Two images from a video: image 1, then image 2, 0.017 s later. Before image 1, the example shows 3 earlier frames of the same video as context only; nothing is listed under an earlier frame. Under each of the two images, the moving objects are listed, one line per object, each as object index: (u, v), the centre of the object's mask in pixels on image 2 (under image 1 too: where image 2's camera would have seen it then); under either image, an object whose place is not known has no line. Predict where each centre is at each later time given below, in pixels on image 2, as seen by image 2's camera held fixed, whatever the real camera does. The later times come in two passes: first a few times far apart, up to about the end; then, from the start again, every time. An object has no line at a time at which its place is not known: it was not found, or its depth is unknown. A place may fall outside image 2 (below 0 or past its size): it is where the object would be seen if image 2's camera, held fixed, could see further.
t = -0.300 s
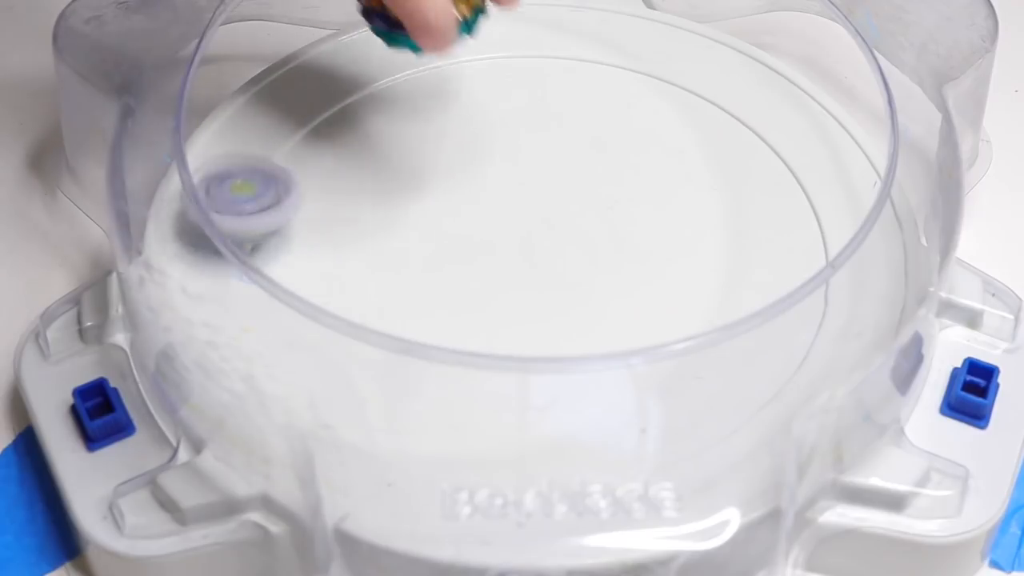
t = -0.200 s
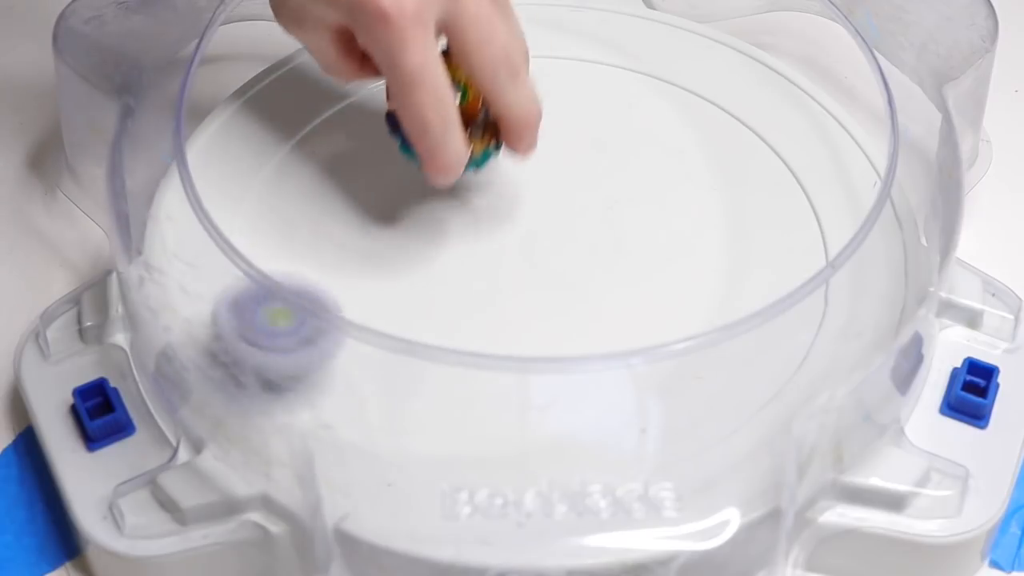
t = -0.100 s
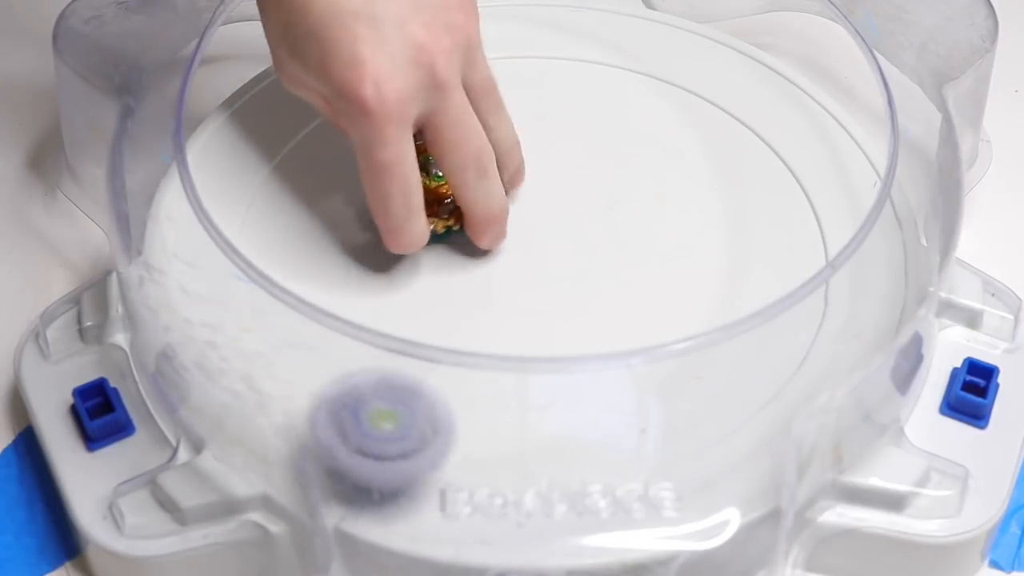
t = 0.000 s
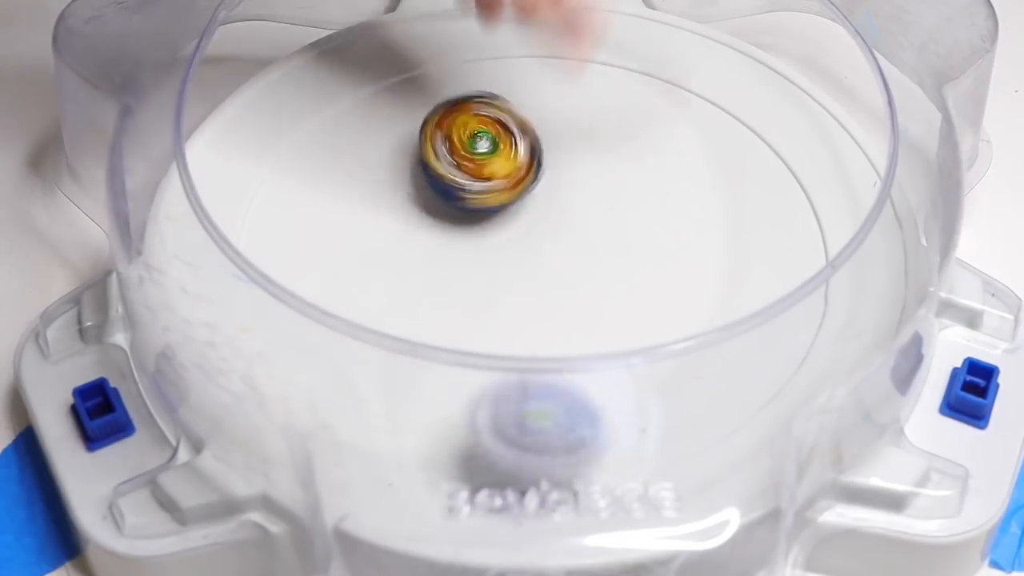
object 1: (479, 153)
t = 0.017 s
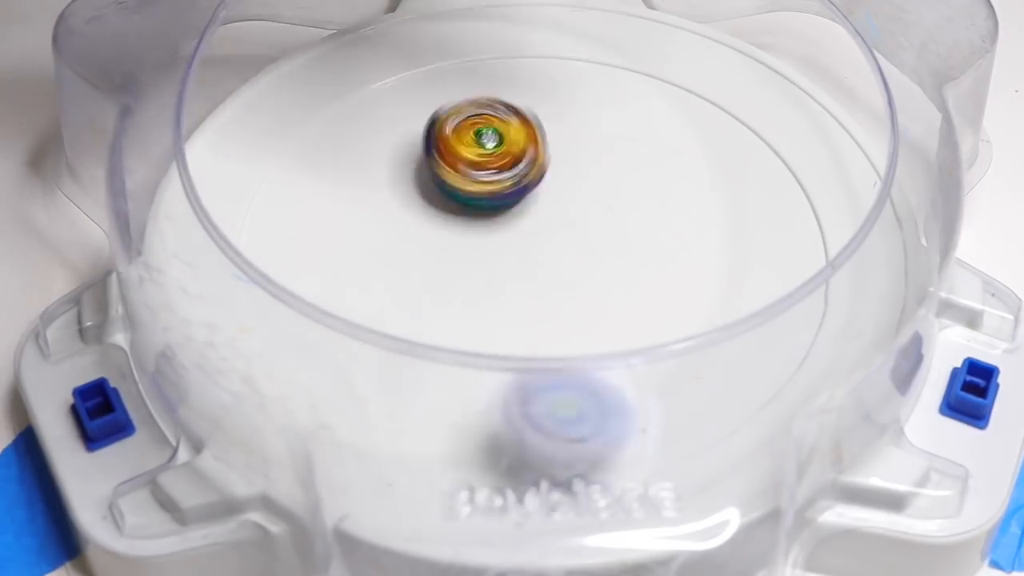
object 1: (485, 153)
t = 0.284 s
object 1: (501, 112)
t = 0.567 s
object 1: (457, 122)
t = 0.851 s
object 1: (446, 269)
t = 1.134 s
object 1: (472, 348)
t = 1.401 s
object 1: (500, 311)
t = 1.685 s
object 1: (578, 206)
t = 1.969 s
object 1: (591, 143)
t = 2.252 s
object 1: (542, 196)
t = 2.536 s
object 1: (540, 226)
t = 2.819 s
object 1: (588, 206)
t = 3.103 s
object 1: (573, 200)
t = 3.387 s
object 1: (538, 221)
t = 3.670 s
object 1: (541, 224)
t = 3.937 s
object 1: (580, 237)
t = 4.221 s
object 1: (573, 259)
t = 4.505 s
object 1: (546, 274)
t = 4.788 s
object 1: (530, 260)
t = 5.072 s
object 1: (535, 263)
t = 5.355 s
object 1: (551, 255)
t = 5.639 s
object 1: (561, 225)
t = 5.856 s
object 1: (566, 215)
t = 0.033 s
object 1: (493, 147)
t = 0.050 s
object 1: (501, 145)
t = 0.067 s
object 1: (509, 143)
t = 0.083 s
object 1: (516, 143)
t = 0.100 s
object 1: (521, 143)
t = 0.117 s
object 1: (528, 143)
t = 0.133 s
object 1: (532, 144)
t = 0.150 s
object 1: (538, 145)
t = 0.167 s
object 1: (542, 147)
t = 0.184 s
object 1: (547, 149)
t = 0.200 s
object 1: (550, 152)
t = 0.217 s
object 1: (548, 151)
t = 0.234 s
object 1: (535, 140)
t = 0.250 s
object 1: (523, 127)
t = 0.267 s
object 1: (511, 118)
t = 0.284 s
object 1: (501, 112)
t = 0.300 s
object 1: (490, 103)
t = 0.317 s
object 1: (481, 95)
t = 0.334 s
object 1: (473, 93)
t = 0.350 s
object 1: (466, 87)
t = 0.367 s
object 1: (460, 83)
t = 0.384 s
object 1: (454, 83)
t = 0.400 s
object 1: (449, 82)
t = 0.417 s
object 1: (446, 82)
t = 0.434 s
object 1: (444, 83)
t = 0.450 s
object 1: (442, 86)
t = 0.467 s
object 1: (442, 89)
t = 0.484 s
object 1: (444, 93)
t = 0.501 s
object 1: (446, 98)
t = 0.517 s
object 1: (448, 103)
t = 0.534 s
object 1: (450, 109)
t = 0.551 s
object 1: (453, 115)
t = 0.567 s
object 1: (457, 122)
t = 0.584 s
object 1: (460, 130)
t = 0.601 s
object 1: (461, 139)
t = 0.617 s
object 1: (463, 148)
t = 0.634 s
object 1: (462, 155)
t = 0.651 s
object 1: (458, 162)
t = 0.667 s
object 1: (456, 169)
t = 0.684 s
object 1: (453, 177)
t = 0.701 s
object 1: (451, 185)
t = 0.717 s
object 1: (449, 194)
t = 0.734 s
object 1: (448, 203)
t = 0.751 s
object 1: (447, 213)
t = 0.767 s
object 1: (446, 222)
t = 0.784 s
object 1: (446, 231)
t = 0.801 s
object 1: (445, 242)
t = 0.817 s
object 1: (446, 251)
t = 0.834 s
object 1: (447, 260)
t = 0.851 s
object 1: (446, 269)
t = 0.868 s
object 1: (446, 279)
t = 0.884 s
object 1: (447, 286)
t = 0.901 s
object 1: (448, 292)
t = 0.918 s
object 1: (449, 297)
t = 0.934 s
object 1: (450, 301)
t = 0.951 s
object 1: (451, 305)
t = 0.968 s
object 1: (451, 320)
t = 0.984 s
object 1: (452, 327)
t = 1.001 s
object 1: (455, 328)
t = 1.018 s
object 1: (457, 334)
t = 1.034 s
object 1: (458, 339)
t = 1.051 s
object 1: (462, 341)
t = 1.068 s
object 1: (463, 345)
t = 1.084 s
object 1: (466, 344)
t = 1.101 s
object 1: (468, 347)
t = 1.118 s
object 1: (471, 344)
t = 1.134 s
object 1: (472, 348)
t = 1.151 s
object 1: (474, 347)
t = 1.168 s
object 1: (477, 344)
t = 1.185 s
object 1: (482, 342)
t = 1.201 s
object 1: (485, 339)
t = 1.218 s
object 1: (487, 336)
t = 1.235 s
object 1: (495, 318)
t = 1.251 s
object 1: (498, 317)
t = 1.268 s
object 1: (494, 318)
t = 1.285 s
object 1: (494, 320)
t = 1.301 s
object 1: (491, 319)
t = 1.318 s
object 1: (491, 318)
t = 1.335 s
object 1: (490, 317)
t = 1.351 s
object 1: (493, 316)
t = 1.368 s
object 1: (495, 314)
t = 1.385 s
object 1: (497, 312)
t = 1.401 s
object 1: (500, 311)
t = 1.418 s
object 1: (502, 308)
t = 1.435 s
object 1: (506, 306)
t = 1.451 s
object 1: (509, 302)
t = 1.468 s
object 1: (515, 297)
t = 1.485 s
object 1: (520, 290)
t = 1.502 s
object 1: (525, 284)
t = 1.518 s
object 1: (530, 278)
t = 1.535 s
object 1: (536, 271)
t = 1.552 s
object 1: (542, 263)
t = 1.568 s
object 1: (546, 257)
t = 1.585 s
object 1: (552, 249)
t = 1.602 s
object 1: (557, 242)
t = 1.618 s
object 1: (562, 234)
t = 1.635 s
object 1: (566, 227)
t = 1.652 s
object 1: (570, 220)
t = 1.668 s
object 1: (575, 212)
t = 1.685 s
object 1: (578, 206)
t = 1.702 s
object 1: (581, 200)
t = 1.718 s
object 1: (585, 193)
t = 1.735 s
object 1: (587, 187)
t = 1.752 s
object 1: (588, 182)
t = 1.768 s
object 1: (590, 178)
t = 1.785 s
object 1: (591, 173)
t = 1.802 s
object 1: (591, 169)
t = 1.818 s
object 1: (591, 165)
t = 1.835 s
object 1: (590, 163)
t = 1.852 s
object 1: (590, 161)
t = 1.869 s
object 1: (588, 159)
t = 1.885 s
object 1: (588, 156)
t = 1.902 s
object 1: (587, 152)
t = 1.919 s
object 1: (586, 150)
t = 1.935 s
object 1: (589, 147)
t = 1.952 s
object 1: (589, 145)
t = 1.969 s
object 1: (591, 143)
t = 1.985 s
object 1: (590, 140)
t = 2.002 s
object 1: (589, 139)
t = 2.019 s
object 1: (588, 139)
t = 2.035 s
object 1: (586, 141)
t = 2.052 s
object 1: (584, 143)
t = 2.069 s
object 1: (581, 146)
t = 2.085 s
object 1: (578, 150)
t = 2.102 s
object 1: (577, 153)
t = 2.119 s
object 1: (575, 158)
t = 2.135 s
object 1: (573, 162)
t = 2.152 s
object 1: (568, 167)
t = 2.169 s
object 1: (564, 173)
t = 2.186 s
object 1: (560, 177)
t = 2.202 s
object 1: (556, 182)
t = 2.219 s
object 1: (551, 187)
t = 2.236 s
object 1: (544, 191)
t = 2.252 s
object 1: (542, 196)
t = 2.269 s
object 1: (538, 199)
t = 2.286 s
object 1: (536, 199)
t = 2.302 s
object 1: (534, 200)
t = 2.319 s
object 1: (533, 201)
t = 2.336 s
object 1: (534, 203)
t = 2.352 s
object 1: (534, 205)
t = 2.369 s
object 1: (534, 208)
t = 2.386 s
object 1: (533, 209)
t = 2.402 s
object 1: (534, 211)
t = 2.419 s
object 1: (533, 212)
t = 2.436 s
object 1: (534, 214)
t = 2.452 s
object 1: (535, 216)
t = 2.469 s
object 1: (536, 218)
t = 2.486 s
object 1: (537, 221)
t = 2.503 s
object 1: (538, 222)
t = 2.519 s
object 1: (539, 224)
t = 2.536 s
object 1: (540, 226)
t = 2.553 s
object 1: (542, 228)
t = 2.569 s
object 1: (543, 230)
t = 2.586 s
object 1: (545, 231)
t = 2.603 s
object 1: (547, 234)
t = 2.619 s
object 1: (548, 235)
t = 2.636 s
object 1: (549, 237)
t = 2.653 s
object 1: (549, 238)
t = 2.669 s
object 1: (551, 237)
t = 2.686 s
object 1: (554, 235)
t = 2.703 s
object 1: (557, 233)
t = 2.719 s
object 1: (562, 230)
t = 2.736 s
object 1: (565, 225)
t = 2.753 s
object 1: (570, 222)
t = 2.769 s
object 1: (575, 219)
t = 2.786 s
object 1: (579, 216)
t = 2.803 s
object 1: (584, 211)
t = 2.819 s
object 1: (588, 206)
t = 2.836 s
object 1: (593, 203)
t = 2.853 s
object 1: (595, 202)
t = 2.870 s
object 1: (596, 199)
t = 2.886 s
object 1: (598, 196)
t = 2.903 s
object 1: (600, 194)
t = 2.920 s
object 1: (601, 194)
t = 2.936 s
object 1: (600, 193)
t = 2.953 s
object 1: (598, 193)
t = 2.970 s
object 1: (596, 193)
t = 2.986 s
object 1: (592, 193)
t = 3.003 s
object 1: (590, 193)
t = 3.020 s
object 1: (587, 194)
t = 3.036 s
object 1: (585, 194)
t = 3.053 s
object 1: (582, 196)
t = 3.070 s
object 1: (581, 196)
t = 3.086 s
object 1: (577, 197)
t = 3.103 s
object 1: (573, 200)
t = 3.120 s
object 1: (570, 201)
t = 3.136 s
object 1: (566, 202)
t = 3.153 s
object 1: (562, 205)
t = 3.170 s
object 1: (557, 206)
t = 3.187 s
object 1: (553, 207)
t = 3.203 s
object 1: (548, 209)
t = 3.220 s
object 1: (543, 211)
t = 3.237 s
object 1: (537, 213)
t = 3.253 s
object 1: (530, 216)
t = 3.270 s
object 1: (529, 218)
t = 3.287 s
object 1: (531, 218)
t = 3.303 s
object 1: (533, 219)
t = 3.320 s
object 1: (535, 220)
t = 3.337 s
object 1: (536, 220)
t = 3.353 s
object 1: (537, 220)
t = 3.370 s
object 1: (538, 221)
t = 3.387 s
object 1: (538, 221)
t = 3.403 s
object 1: (539, 221)
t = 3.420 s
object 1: (540, 221)
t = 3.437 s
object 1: (540, 220)
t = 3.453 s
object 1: (542, 219)
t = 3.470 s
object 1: (542, 218)
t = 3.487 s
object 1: (542, 217)
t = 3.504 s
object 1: (542, 218)
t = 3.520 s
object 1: (541, 218)
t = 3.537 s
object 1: (541, 218)
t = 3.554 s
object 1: (540, 219)
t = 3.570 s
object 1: (539, 219)
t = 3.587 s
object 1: (539, 219)
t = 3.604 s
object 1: (538, 221)
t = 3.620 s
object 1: (537, 221)
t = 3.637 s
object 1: (537, 222)
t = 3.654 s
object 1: (536, 223)
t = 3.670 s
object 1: (541, 224)
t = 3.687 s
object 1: (549, 225)
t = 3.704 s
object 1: (556, 227)
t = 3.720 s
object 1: (563, 230)
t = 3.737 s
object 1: (568, 231)
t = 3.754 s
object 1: (573, 234)
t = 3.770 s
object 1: (576, 235)
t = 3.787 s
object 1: (578, 236)
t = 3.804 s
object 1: (580, 236)
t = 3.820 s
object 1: (581, 237)
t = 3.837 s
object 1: (582, 237)
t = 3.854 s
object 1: (583, 237)
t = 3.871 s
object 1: (584, 237)
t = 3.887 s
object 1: (583, 237)
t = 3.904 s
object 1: (582, 237)
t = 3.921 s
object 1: (582, 236)
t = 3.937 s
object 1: (580, 237)
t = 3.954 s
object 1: (578, 238)
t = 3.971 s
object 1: (577, 238)
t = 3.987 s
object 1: (576, 239)
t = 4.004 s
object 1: (574, 240)
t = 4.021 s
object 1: (571, 240)
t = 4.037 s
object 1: (572, 241)
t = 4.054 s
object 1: (573, 245)
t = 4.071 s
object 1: (574, 246)
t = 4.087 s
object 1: (576, 250)
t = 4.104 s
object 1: (576, 253)
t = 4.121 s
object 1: (577, 255)
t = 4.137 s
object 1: (577, 257)
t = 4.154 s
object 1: (576, 259)
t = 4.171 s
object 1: (575, 259)
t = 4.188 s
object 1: (575, 260)
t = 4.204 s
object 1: (574, 260)
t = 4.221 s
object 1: (573, 259)
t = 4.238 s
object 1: (573, 259)
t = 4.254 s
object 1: (572, 259)
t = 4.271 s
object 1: (571, 259)
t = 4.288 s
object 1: (570, 258)
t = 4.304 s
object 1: (569, 257)
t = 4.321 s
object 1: (568, 257)
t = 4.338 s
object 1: (566, 255)
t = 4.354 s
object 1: (564, 255)
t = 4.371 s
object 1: (563, 255)
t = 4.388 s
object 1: (560, 259)
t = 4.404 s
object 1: (558, 262)
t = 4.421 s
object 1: (555, 266)
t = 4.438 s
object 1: (555, 267)
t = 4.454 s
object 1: (552, 268)
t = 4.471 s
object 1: (550, 271)
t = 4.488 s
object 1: (548, 273)
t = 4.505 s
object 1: (546, 274)
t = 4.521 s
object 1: (544, 274)
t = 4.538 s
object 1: (543, 274)
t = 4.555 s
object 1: (541, 274)
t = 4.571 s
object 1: (539, 273)
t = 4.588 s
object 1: (537, 271)
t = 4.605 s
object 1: (535, 269)
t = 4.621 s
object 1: (533, 268)
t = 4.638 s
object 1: (532, 267)
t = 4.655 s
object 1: (530, 265)
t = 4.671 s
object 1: (529, 263)
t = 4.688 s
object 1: (528, 263)
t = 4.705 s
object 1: (529, 262)
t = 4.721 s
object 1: (528, 261)
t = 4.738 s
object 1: (529, 261)
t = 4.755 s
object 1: (530, 262)
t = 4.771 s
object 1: (531, 261)
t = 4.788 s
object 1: (530, 260)
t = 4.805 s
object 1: (531, 260)
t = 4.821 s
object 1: (531, 260)
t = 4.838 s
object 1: (531, 261)
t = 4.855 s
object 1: (531, 262)
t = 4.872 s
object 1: (531, 262)
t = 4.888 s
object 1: (530, 262)
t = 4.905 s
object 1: (529, 260)
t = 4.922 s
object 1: (530, 260)
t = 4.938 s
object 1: (531, 260)
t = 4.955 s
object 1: (531, 262)
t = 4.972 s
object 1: (533, 263)
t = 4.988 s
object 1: (533, 262)
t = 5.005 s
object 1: (534, 263)
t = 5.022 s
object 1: (535, 263)
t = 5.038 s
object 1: (536, 263)
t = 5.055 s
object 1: (536, 264)
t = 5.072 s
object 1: (535, 263)
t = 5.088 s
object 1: (536, 263)
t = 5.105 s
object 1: (539, 264)
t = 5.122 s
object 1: (540, 265)
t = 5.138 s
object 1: (541, 265)
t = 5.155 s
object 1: (541, 266)
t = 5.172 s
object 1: (542, 267)
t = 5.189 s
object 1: (543, 267)
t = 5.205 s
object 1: (544, 267)
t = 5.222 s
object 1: (545, 267)
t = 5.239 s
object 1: (545, 266)
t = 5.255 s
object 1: (546, 265)
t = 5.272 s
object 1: (548, 264)
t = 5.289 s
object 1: (549, 262)
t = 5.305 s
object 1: (550, 260)
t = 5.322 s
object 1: (551, 258)
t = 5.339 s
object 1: (551, 257)
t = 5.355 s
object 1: (551, 255)
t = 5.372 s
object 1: (551, 253)
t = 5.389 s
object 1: (551, 251)
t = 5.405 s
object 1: (552, 249)
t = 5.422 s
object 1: (552, 247)
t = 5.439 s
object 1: (552, 245)
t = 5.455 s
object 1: (552, 244)
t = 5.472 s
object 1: (552, 241)
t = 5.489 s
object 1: (553, 239)
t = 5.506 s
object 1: (554, 237)
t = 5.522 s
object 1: (554, 236)
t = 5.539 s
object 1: (555, 233)
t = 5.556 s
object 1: (556, 232)
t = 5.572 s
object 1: (557, 230)
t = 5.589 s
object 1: (558, 230)
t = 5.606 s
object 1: (559, 227)
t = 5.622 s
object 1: (560, 226)
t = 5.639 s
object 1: (561, 225)
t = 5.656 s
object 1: (562, 224)
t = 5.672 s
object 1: (562, 224)
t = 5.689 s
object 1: (563, 221)
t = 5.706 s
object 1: (563, 222)
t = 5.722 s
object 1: (564, 219)
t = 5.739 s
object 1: (565, 219)
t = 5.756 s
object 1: (565, 219)
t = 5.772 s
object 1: (566, 218)
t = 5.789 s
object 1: (566, 217)
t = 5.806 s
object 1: (566, 217)
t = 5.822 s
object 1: (566, 215)
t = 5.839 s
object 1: (566, 215)
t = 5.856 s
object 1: (566, 215)
